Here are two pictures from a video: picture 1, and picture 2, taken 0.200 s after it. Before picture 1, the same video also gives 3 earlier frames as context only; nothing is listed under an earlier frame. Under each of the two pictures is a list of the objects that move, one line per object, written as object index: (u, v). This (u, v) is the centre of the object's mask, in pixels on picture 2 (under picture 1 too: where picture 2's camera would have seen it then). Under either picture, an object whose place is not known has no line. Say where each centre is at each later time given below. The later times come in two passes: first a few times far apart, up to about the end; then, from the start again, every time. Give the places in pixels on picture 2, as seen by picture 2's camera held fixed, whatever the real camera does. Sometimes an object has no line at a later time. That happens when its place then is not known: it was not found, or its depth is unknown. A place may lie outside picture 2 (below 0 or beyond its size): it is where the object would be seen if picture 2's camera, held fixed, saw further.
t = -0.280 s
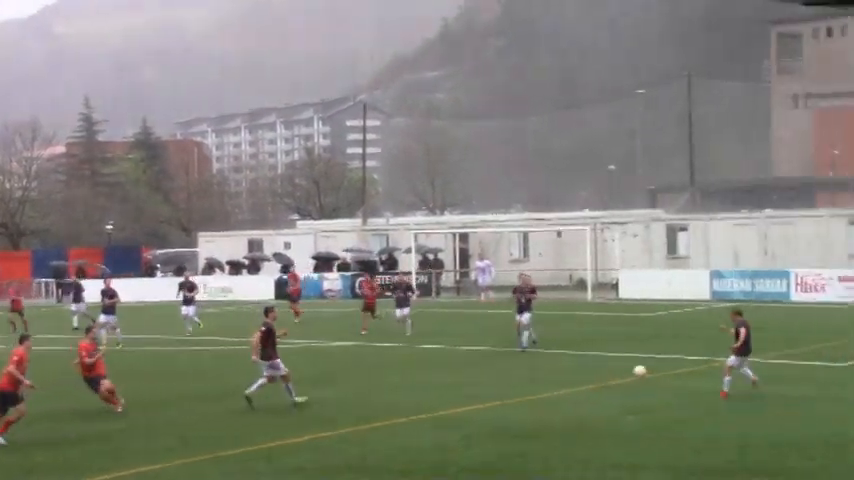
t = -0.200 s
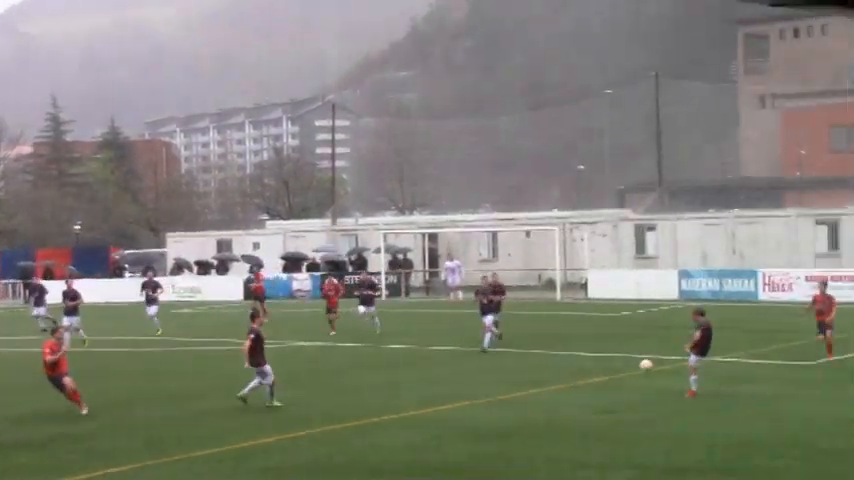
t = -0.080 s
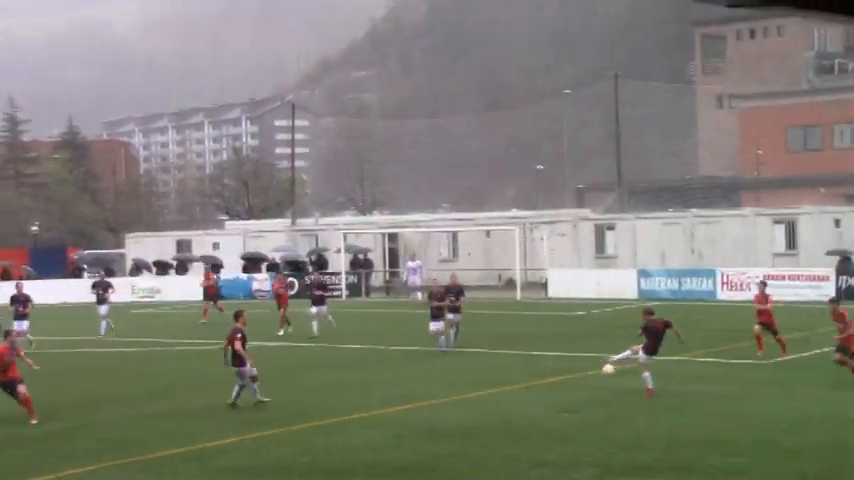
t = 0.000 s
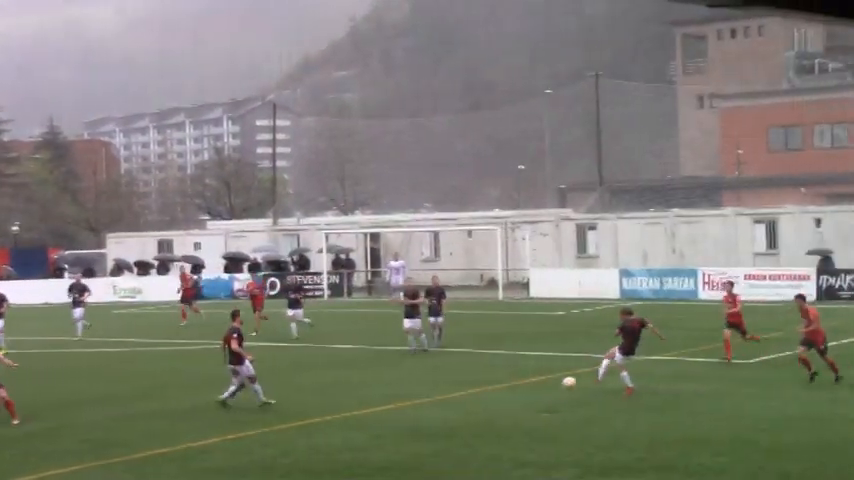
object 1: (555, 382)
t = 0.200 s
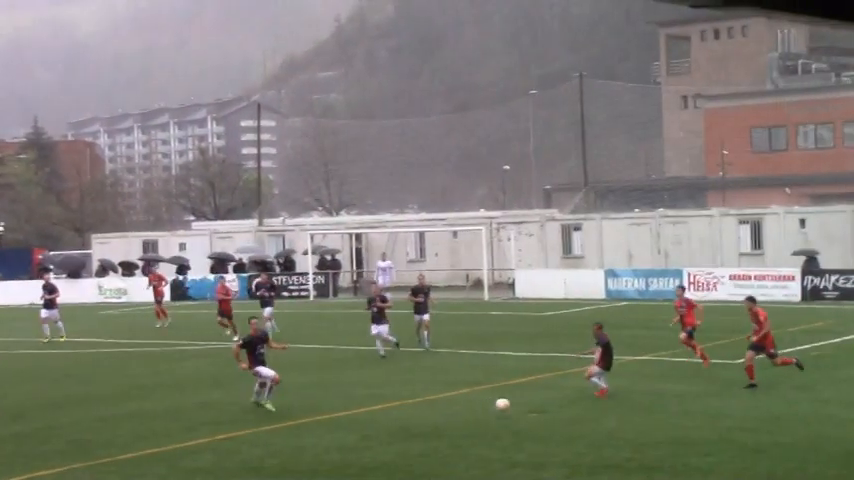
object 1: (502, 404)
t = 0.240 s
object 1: (492, 405)
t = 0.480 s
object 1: (431, 428)
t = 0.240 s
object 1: (492, 405)
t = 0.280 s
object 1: (481, 408)
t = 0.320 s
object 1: (471, 411)
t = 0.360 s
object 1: (460, 416)
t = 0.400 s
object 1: (451, 423)
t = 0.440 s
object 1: (439, 428)
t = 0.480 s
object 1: (431, 428)
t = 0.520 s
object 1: (421, 430)
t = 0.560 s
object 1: (410, 432)
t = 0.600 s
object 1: (401, 435)
